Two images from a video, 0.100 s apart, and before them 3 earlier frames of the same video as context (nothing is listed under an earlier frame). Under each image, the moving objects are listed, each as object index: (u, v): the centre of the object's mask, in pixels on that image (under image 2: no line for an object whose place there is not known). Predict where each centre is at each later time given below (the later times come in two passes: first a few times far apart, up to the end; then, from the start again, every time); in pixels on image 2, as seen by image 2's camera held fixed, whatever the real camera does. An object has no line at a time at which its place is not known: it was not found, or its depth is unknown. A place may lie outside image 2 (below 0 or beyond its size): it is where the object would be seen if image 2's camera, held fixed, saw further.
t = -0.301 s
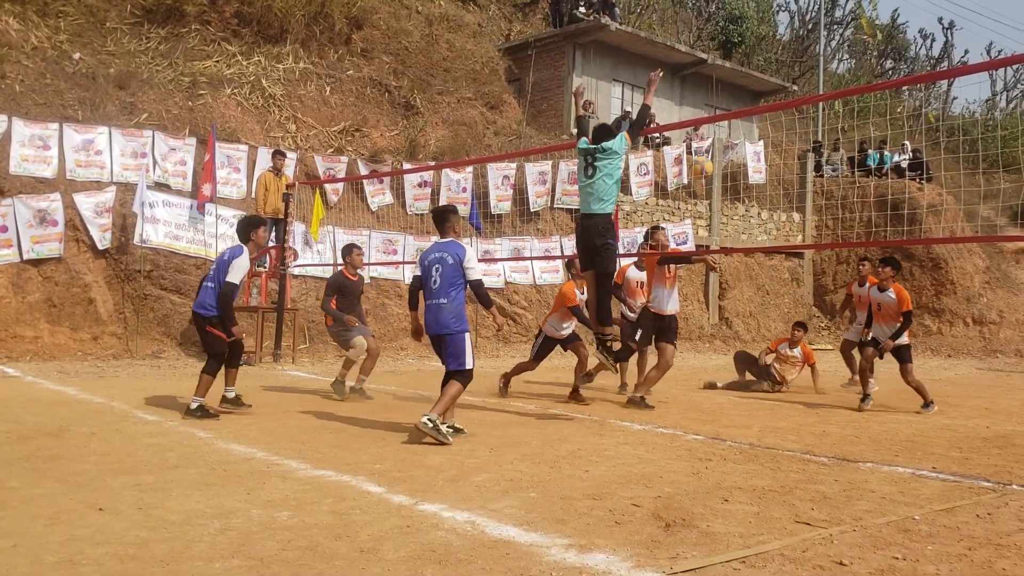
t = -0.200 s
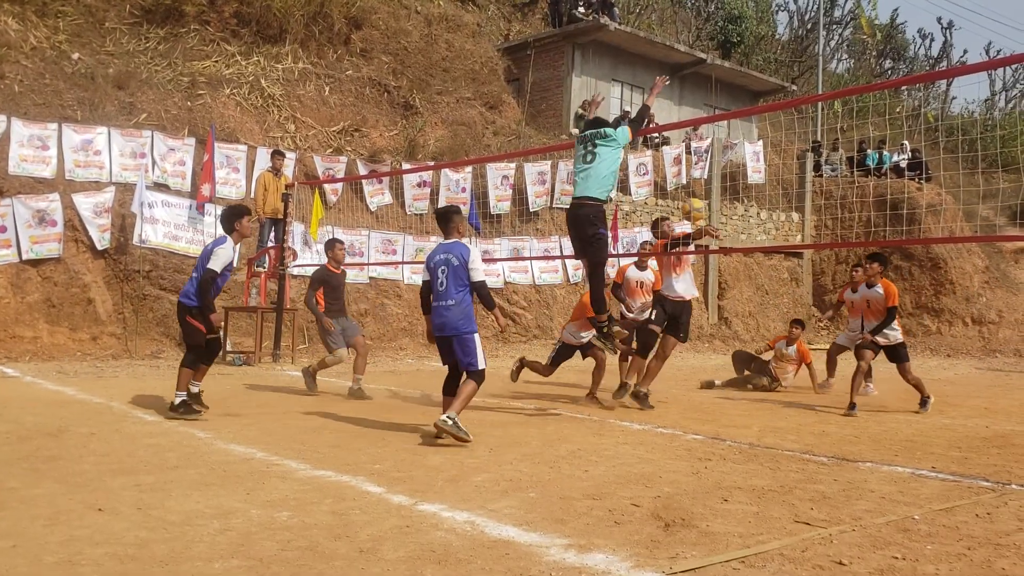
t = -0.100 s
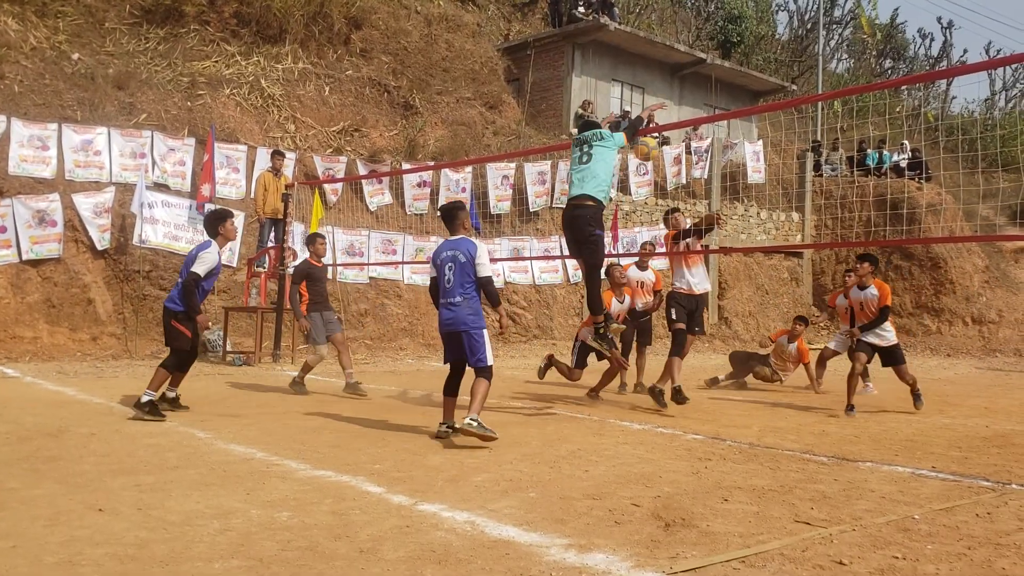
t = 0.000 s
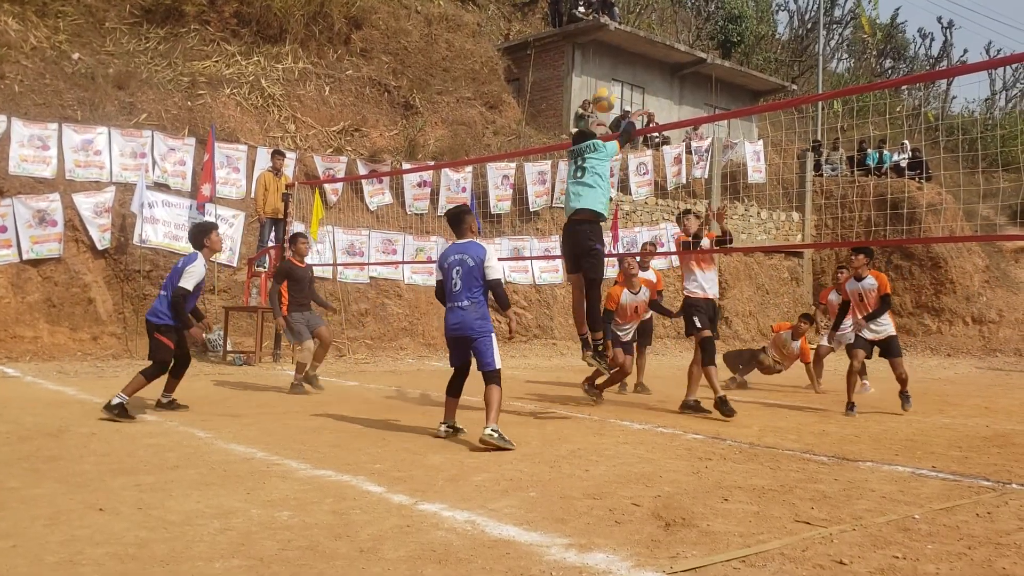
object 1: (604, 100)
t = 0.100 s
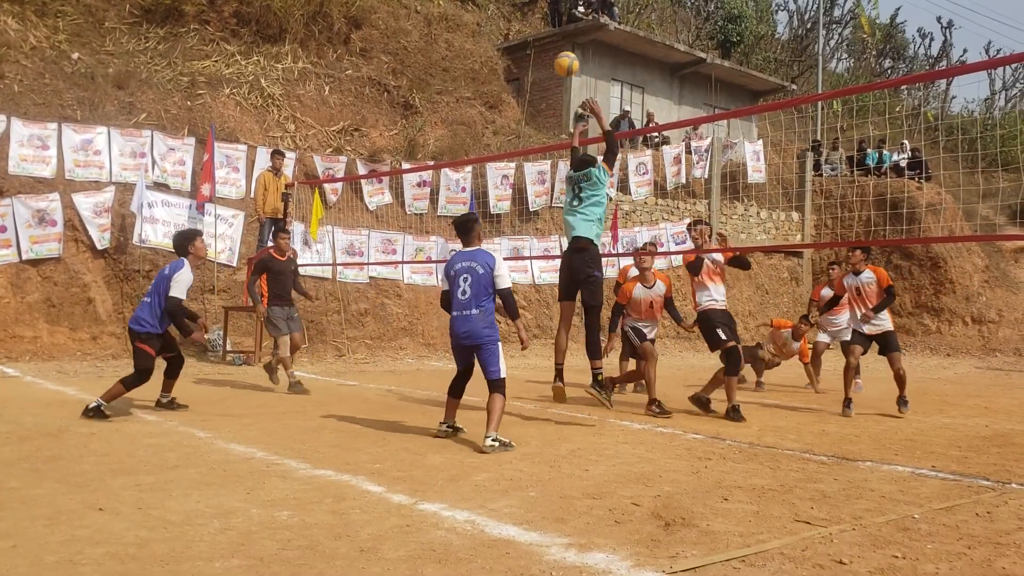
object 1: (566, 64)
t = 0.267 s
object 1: (503, 31)
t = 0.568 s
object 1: (388, 53)
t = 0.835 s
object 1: (282, 158)
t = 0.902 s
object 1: (258, 197)
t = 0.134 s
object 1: (554, 55)
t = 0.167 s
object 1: (541, 48)
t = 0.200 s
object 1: (528, 41)
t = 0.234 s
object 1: (516, 36)
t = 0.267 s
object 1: (503, 31)
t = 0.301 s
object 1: (491, 30)
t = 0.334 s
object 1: (478, 28)
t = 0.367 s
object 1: (465, 27)
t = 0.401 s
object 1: (452, 29)
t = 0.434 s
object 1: (439, 30)
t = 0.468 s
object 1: (426, 35)
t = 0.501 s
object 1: (414, 39)
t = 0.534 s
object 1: (401, 46)
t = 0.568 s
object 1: (388, 53)
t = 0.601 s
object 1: (374, 62)
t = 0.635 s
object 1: (362, 72)
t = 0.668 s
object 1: (348, 83)
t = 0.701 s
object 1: (335, 96)
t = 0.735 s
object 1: (323, 109)
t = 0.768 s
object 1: (310, 124)
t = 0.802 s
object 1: (296, 141)
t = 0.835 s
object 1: (282, 158)
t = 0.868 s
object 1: (273, 178)
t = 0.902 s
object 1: (258, 197)
